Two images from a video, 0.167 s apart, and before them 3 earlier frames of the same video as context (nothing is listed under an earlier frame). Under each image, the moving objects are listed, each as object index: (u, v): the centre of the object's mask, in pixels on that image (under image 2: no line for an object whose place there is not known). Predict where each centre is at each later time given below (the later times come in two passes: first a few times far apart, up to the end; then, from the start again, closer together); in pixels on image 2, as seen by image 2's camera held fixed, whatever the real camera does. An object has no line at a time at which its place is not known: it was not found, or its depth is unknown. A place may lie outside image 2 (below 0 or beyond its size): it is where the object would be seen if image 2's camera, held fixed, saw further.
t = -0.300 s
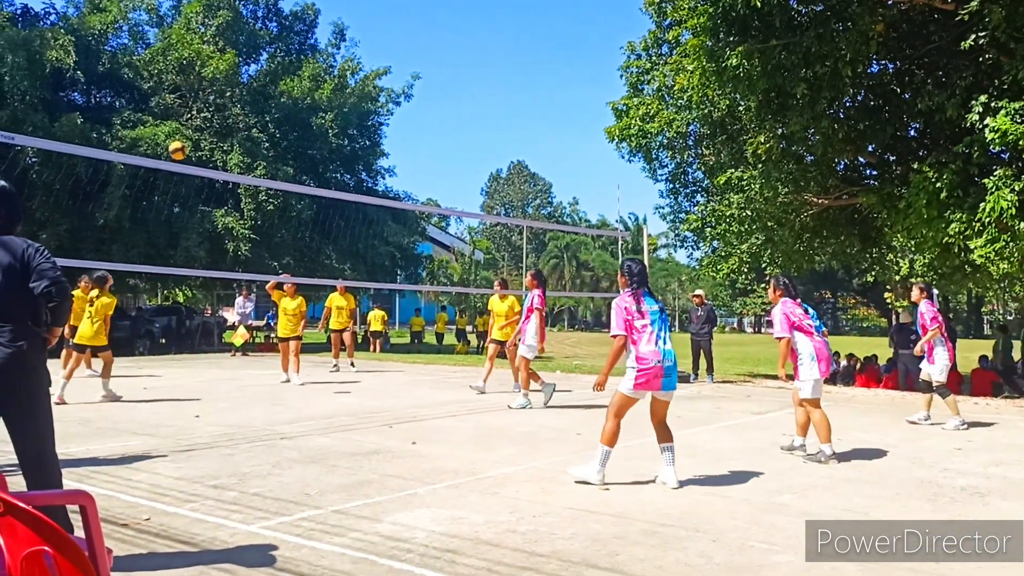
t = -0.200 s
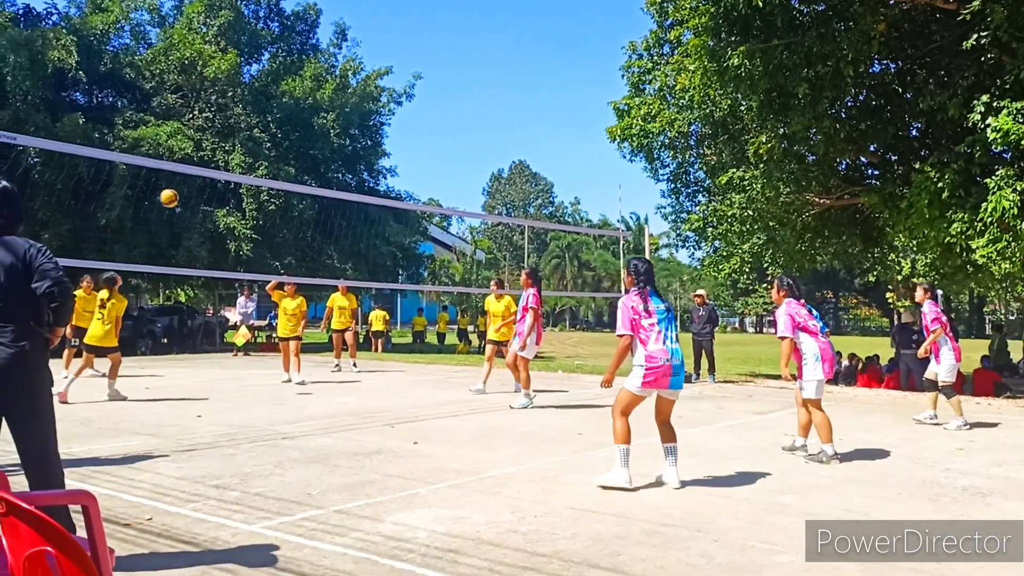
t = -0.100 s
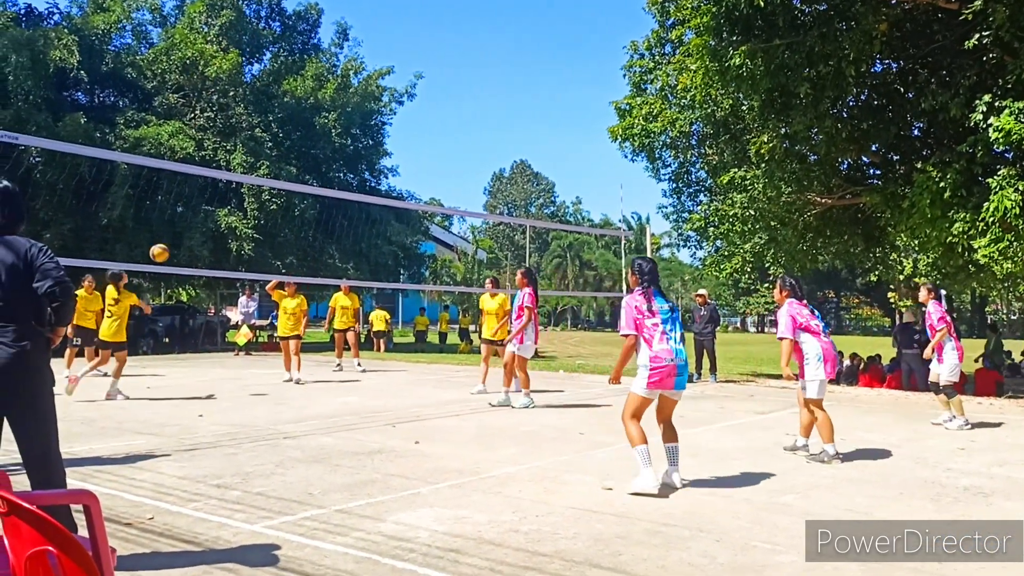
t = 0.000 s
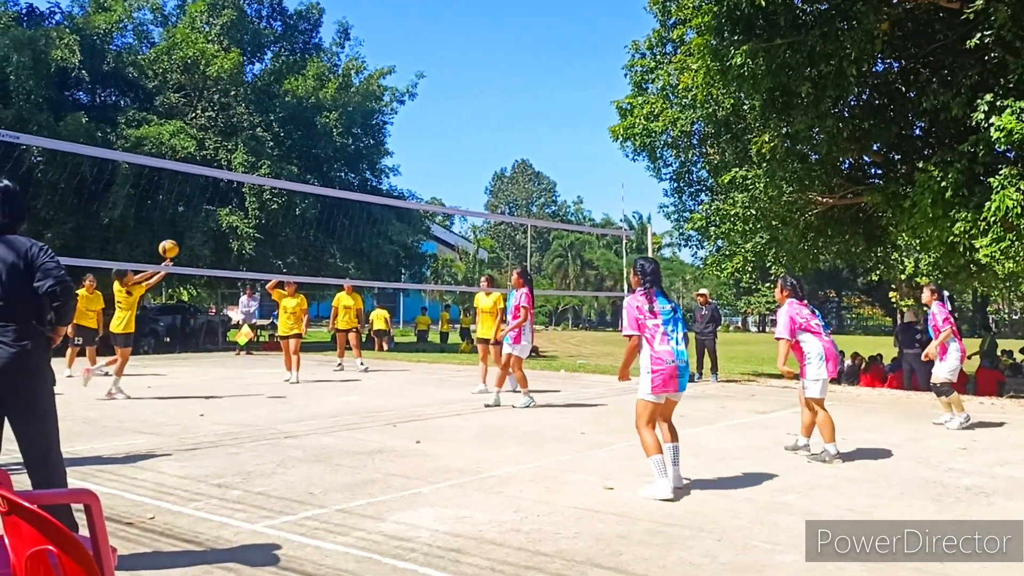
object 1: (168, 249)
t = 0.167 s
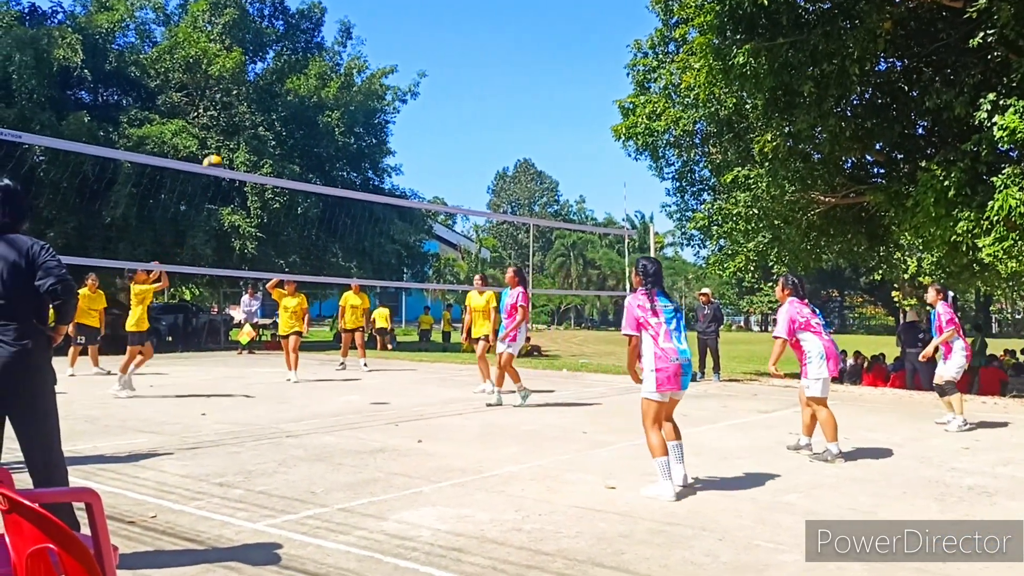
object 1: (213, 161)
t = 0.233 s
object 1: (232, 136)
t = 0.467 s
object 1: (307, 52)
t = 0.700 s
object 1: (401, 14)
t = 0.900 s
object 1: (501, 31)
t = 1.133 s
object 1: (654, 148)
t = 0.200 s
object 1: (222, 150)
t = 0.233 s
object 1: (232, 136)
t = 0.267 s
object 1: (242, 122)
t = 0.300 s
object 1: (252, 109)
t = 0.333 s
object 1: (262, 96)
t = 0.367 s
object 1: (273, 84)
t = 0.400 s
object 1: (284, 73)
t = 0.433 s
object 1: (296, 63)
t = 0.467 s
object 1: (307, 52)
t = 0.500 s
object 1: (319, 44)
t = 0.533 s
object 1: (331, 37)
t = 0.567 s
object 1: (345, 30)
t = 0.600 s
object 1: (357, 24)
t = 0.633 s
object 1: (371, 19)
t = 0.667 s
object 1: (386, 15)
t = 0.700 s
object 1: (401, 14)
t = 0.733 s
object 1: (416, 13)
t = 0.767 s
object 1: (431, 14)
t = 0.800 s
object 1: (448, 15)
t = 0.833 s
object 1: (465, 18)
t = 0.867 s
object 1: (483, 23)
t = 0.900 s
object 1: (501, 31)
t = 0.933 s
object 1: (520, 40)
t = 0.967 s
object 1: (541, 51)
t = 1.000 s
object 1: (562, 64)
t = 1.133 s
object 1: (654, 148)
